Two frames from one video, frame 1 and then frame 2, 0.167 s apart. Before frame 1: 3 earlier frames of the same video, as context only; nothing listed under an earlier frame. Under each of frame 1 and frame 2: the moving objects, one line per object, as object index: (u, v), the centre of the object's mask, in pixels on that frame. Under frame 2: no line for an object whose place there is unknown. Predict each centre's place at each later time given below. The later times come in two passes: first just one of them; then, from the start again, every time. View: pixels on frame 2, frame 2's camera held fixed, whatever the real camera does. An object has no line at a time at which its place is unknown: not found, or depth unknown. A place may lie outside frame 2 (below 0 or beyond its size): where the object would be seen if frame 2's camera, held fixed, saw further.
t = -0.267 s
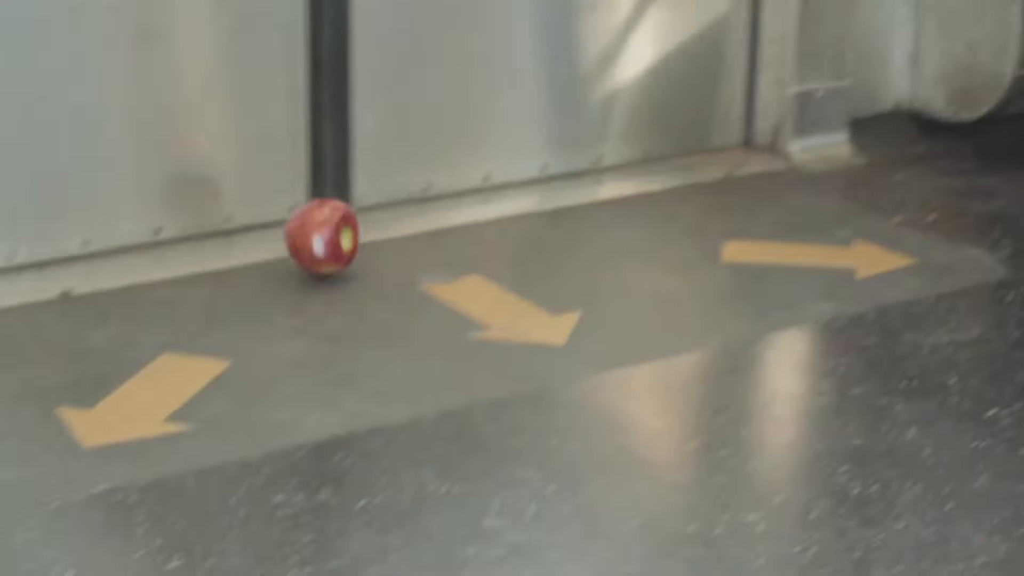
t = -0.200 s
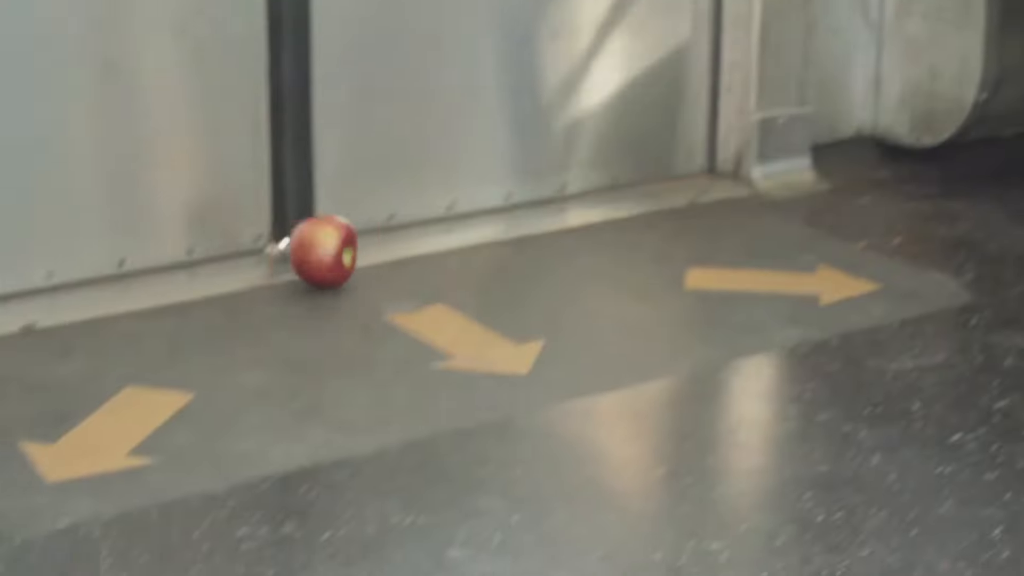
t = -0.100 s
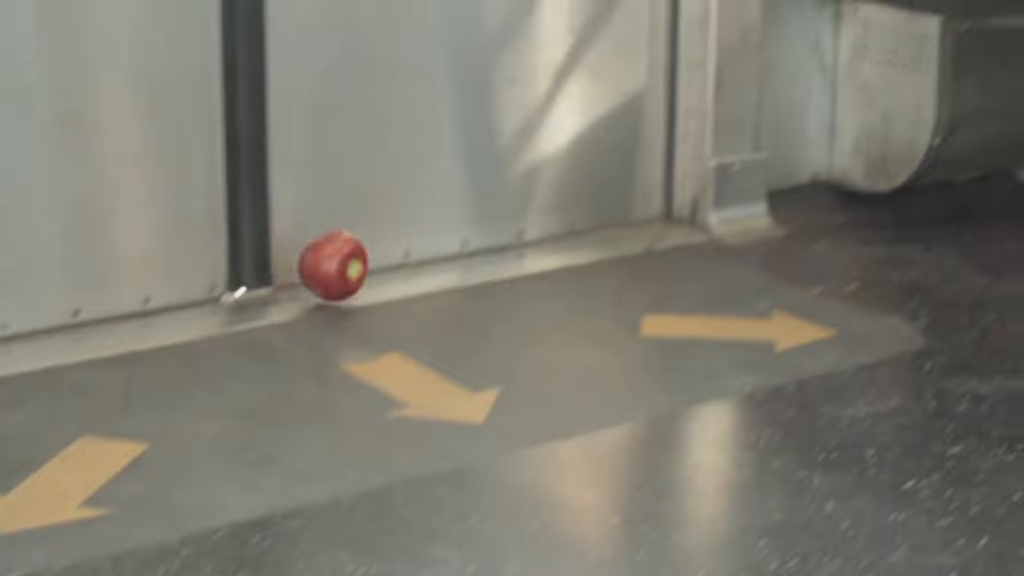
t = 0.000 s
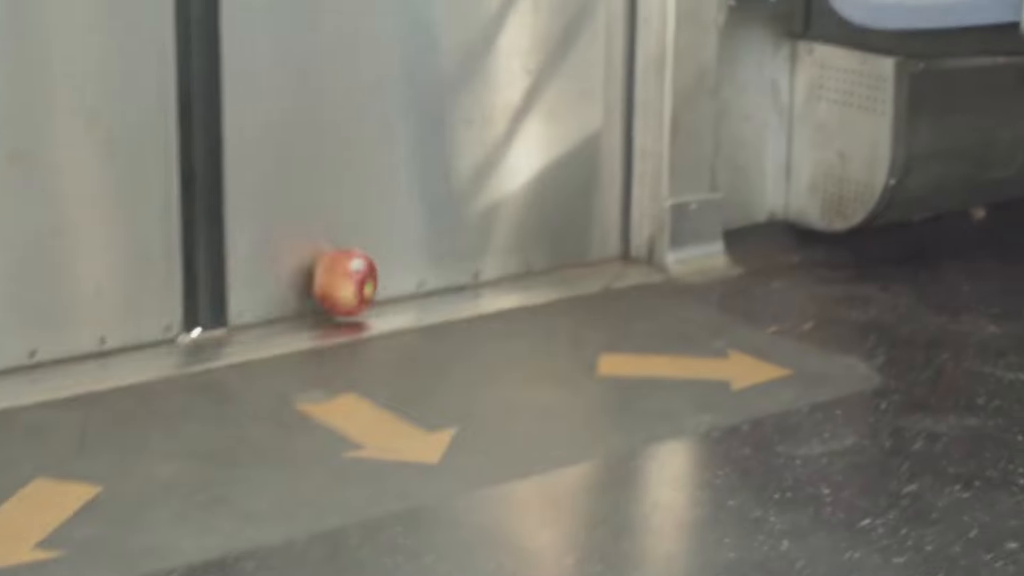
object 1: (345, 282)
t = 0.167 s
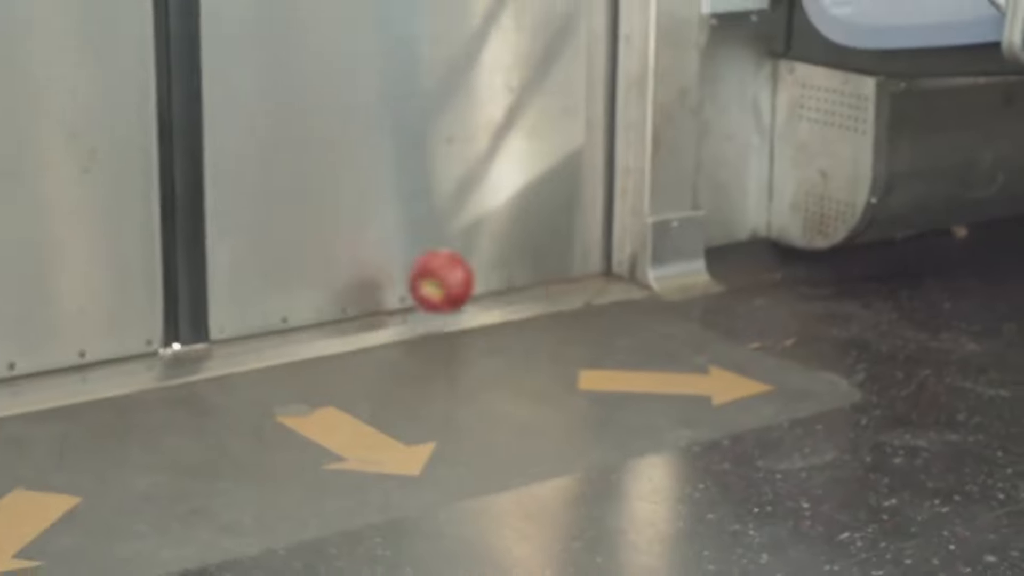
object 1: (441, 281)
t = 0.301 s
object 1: (538, 291)
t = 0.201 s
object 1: (464, 287)
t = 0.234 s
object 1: (488, 295)
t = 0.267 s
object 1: (513, 294)
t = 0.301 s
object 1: (538, 291)
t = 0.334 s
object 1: (566, 296)
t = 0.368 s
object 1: (592, 294)
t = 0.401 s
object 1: (619, 296)
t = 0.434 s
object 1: (646, 296)
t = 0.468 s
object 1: (674, 293)
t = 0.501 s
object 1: (701, 294)
